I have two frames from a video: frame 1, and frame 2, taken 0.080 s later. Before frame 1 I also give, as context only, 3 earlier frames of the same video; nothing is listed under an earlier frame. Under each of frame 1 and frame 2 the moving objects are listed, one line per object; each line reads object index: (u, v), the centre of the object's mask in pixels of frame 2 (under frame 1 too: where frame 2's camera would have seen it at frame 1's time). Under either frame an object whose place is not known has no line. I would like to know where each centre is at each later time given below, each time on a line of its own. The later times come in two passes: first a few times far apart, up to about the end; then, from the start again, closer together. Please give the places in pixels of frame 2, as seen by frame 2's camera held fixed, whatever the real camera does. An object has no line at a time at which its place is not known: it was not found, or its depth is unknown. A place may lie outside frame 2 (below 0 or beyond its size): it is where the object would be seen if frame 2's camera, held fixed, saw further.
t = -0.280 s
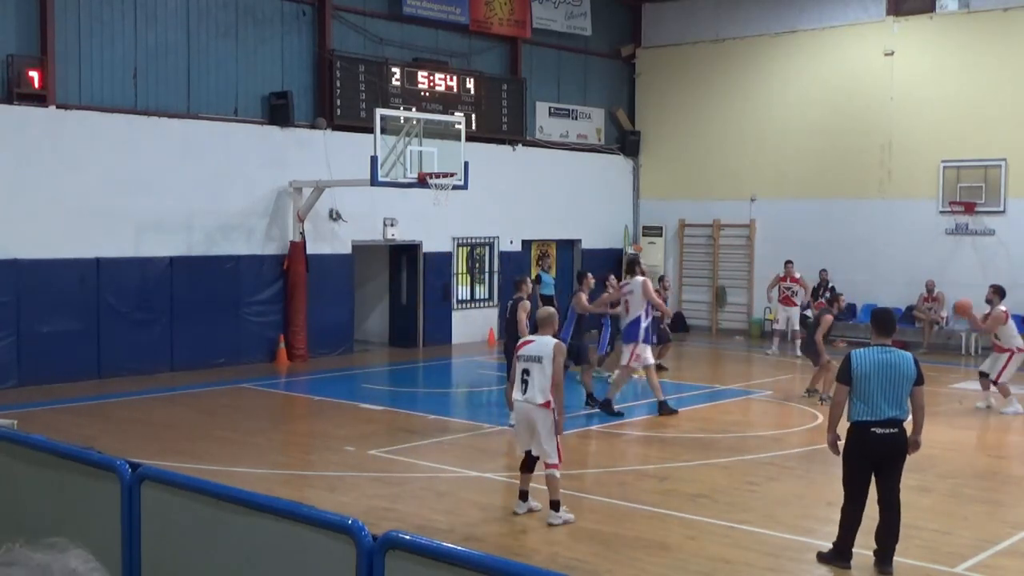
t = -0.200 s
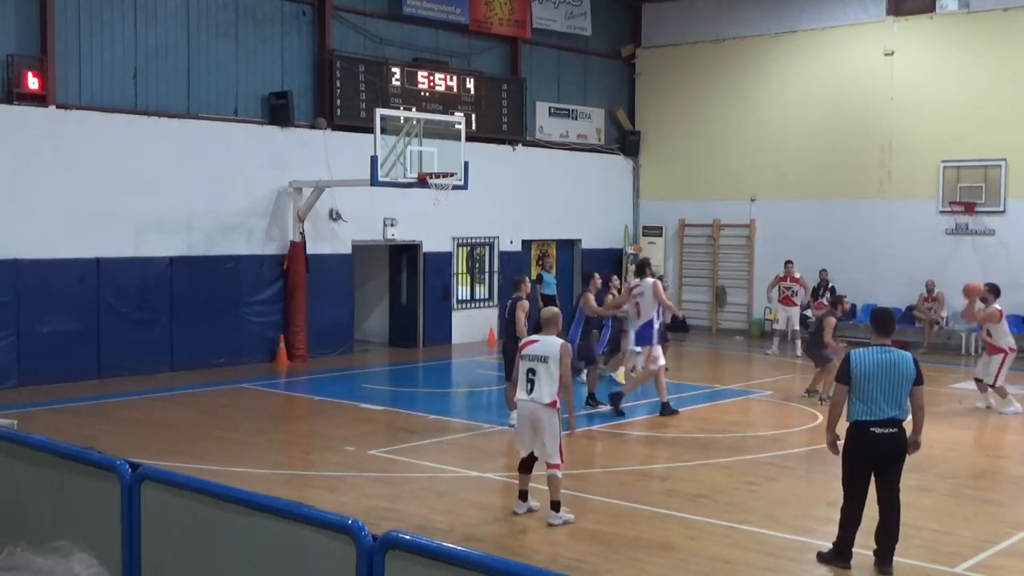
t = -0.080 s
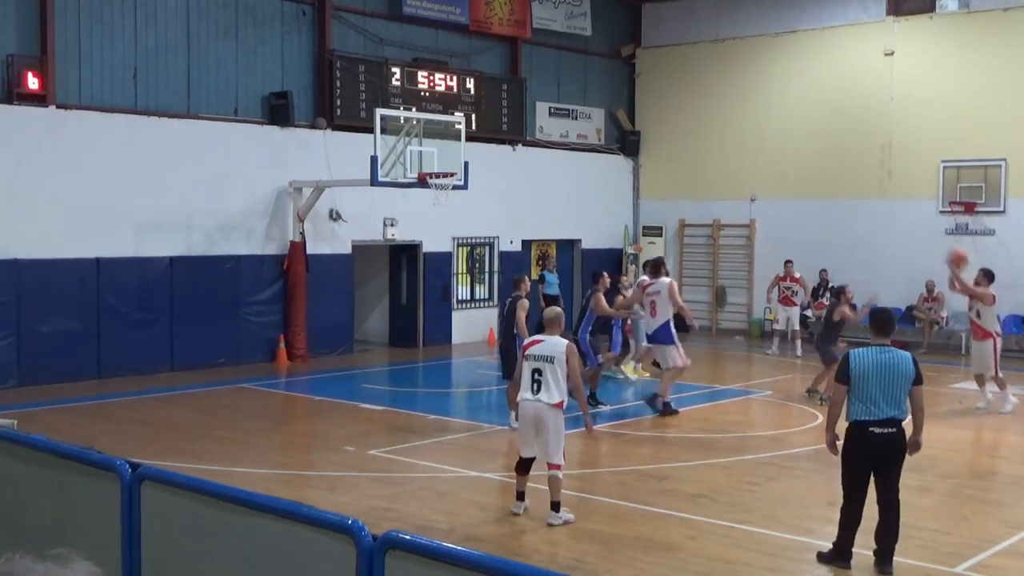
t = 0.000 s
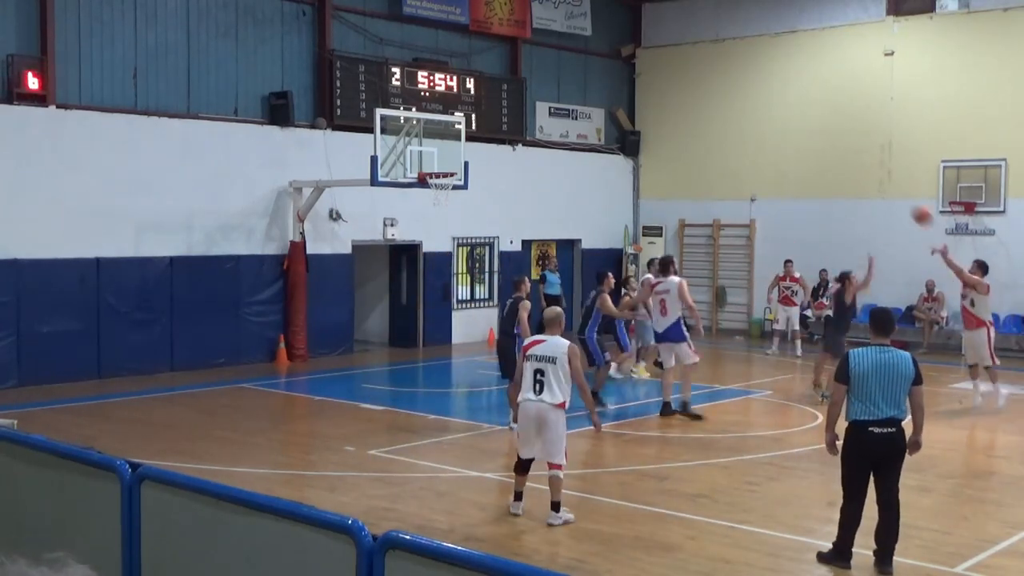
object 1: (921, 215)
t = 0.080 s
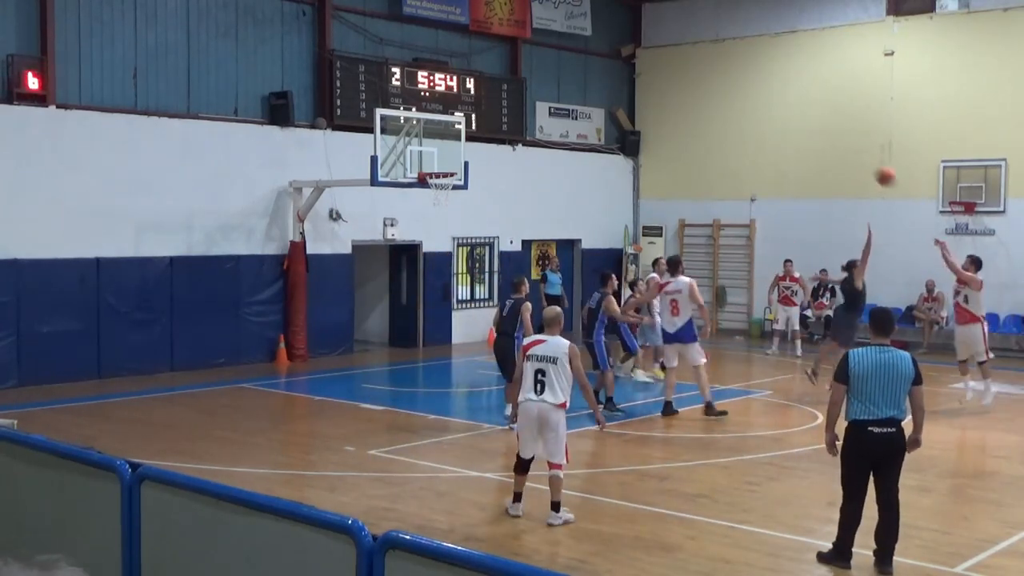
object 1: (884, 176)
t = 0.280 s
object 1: (795, 104)
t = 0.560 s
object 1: (679, 56)
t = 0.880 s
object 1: (557, 71)
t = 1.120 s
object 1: (471, 126)
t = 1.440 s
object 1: (467, 122)
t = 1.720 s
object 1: (522, 96)
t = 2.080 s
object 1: (589, 140)
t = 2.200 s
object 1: (611, 173)
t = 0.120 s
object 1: (866, 158)
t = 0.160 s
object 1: (849, 143)
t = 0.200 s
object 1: (831, 129)
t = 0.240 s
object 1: (812, 116)
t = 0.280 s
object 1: (795, 104)
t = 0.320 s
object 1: (778, 94)
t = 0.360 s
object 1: (761, 85)
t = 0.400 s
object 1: (744, 76)
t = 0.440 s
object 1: (727, 69)
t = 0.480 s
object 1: (711, 63)
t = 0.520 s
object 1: (695, 60)
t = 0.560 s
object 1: (679, 56)
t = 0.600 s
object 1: (664, 54)
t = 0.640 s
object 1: (647, 53)
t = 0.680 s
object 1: (631, 53)
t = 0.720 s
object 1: (617, 55)
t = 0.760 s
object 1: (601, 57)
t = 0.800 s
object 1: (587, 61)
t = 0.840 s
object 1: (571, 66)
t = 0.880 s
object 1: (557, 71)
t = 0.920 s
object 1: (542, 78)
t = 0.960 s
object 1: (528, 85)
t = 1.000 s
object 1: (513, 94)
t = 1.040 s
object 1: (498, 104)
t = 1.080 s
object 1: (485, 114)
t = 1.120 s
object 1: (471, 126)
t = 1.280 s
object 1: (435, 158)
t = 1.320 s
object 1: (443, 148)
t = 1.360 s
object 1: (453, 136)
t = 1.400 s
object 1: (459, 130)
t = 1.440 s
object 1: (467, 122)
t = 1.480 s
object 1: (476, 114)
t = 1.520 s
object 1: (484, 108)
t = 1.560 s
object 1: (492, 104)
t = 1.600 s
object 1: (499, 100)
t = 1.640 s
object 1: (507, 99)
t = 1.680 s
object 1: (515, 97)
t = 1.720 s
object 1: (522, 96)
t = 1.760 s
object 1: (531, 97)
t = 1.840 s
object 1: (546, 102)
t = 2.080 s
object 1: (589, 140)
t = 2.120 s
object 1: (597, 150)
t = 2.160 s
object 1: (604, 161)
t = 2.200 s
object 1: (611, 173)
